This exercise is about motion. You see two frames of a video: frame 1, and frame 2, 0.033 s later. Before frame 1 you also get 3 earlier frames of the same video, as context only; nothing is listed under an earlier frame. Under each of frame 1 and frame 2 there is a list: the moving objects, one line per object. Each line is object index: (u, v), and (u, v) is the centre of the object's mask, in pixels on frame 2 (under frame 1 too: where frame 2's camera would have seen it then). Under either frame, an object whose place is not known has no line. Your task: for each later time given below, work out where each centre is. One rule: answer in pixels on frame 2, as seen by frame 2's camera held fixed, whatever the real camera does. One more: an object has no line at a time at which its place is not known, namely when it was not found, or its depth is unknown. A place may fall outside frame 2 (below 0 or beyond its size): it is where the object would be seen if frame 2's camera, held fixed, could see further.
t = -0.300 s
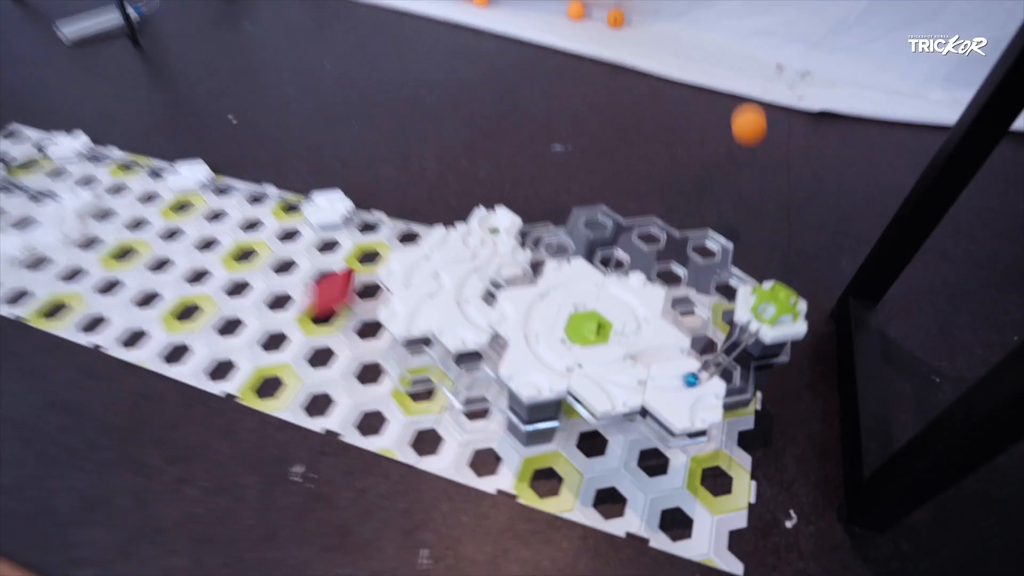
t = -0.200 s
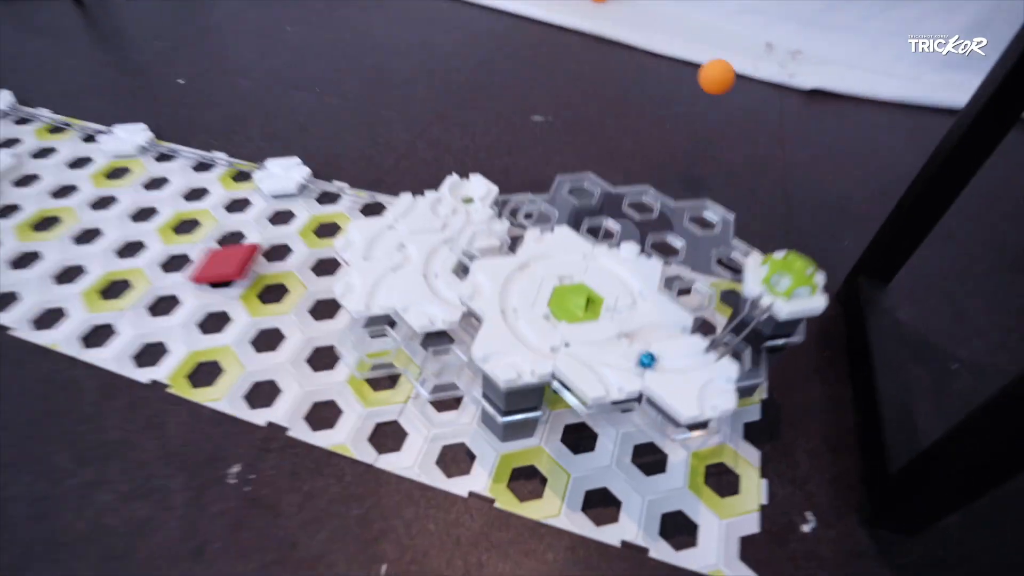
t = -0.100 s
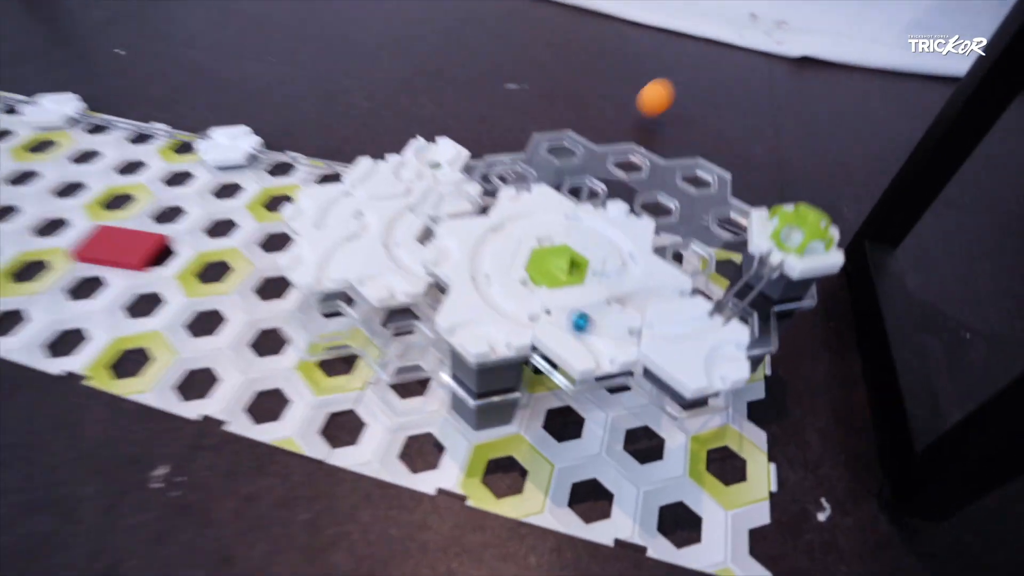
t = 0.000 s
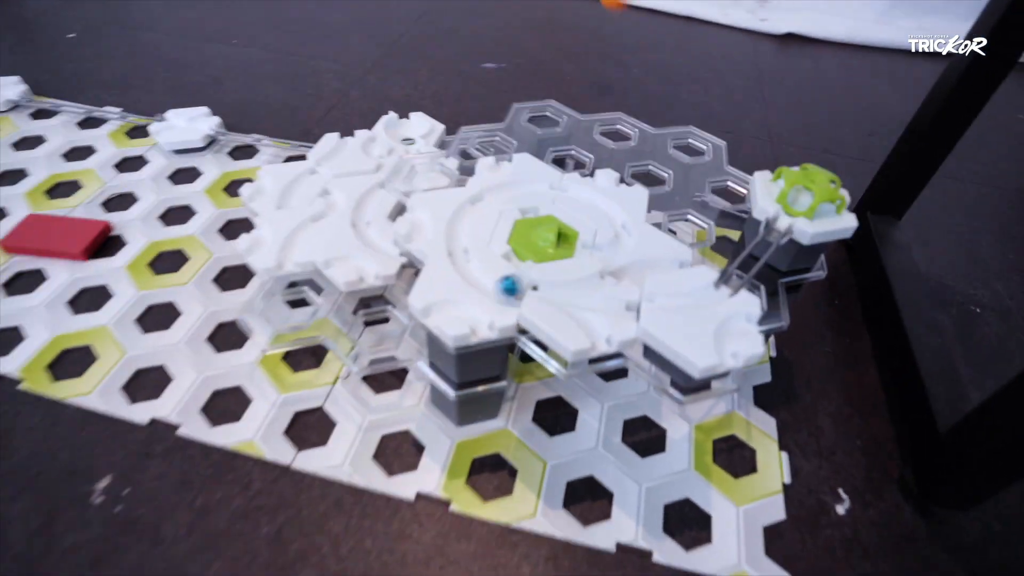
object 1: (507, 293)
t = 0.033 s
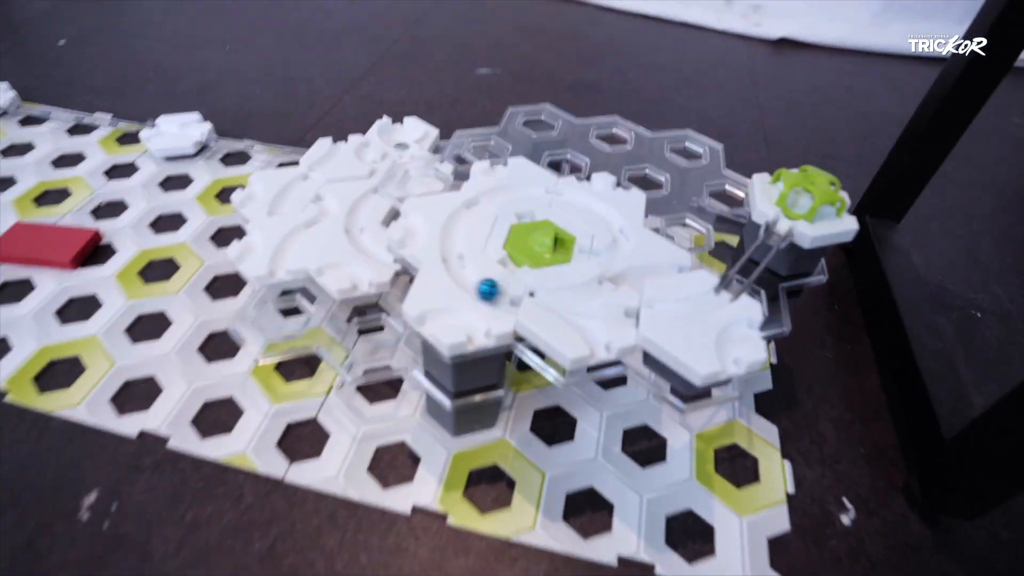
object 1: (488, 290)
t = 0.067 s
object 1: (472, 283)
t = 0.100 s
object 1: (461, 273)
